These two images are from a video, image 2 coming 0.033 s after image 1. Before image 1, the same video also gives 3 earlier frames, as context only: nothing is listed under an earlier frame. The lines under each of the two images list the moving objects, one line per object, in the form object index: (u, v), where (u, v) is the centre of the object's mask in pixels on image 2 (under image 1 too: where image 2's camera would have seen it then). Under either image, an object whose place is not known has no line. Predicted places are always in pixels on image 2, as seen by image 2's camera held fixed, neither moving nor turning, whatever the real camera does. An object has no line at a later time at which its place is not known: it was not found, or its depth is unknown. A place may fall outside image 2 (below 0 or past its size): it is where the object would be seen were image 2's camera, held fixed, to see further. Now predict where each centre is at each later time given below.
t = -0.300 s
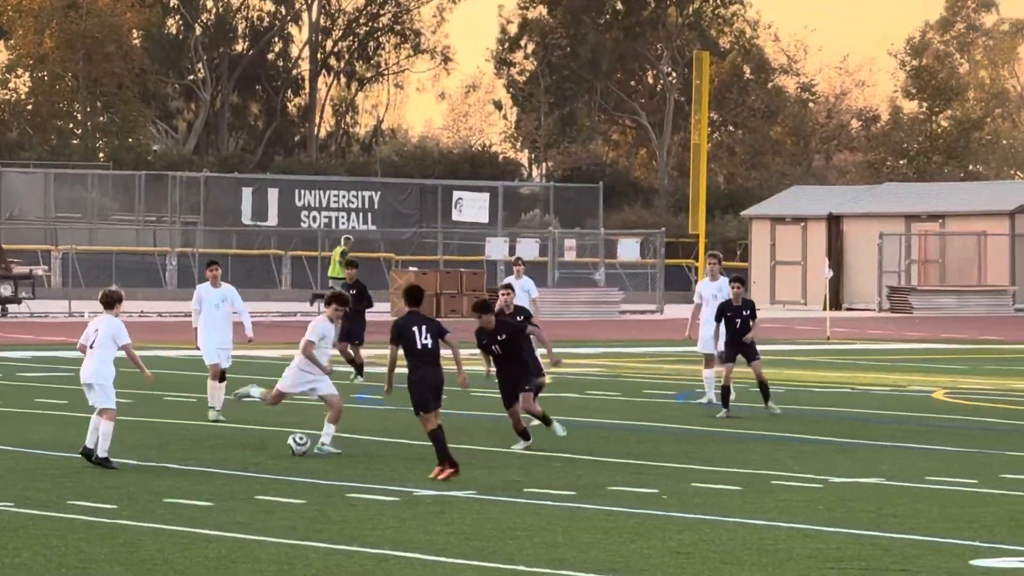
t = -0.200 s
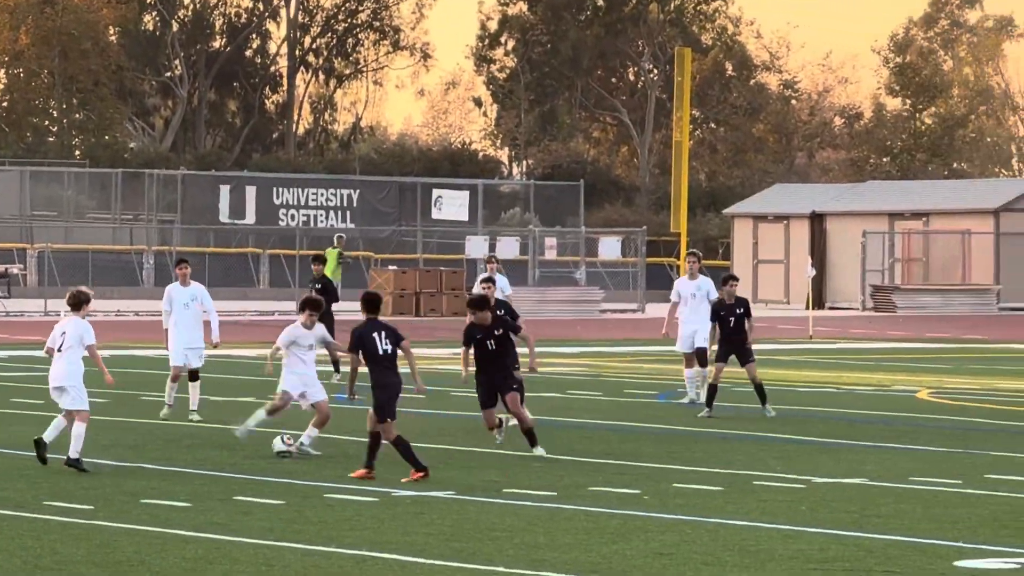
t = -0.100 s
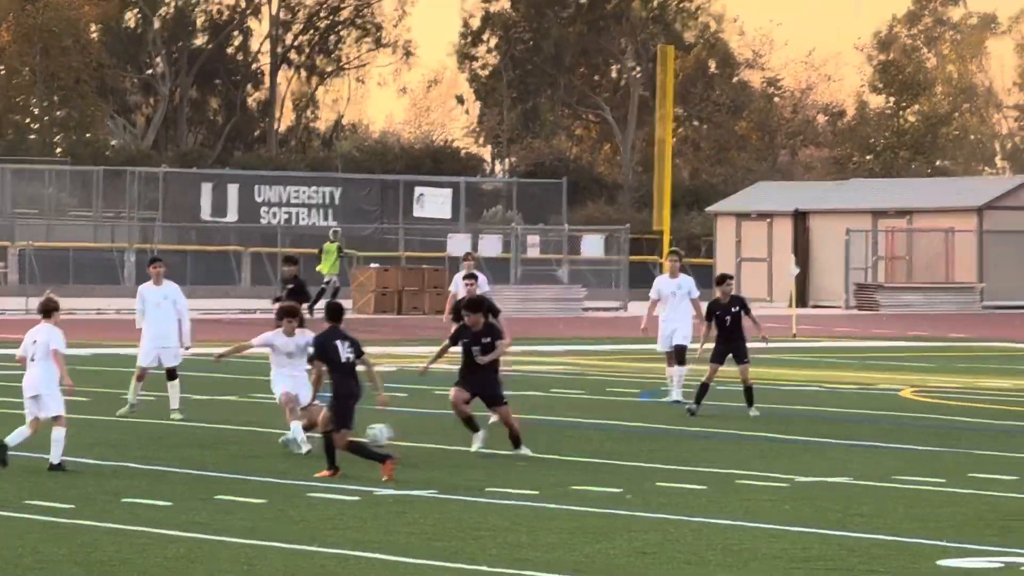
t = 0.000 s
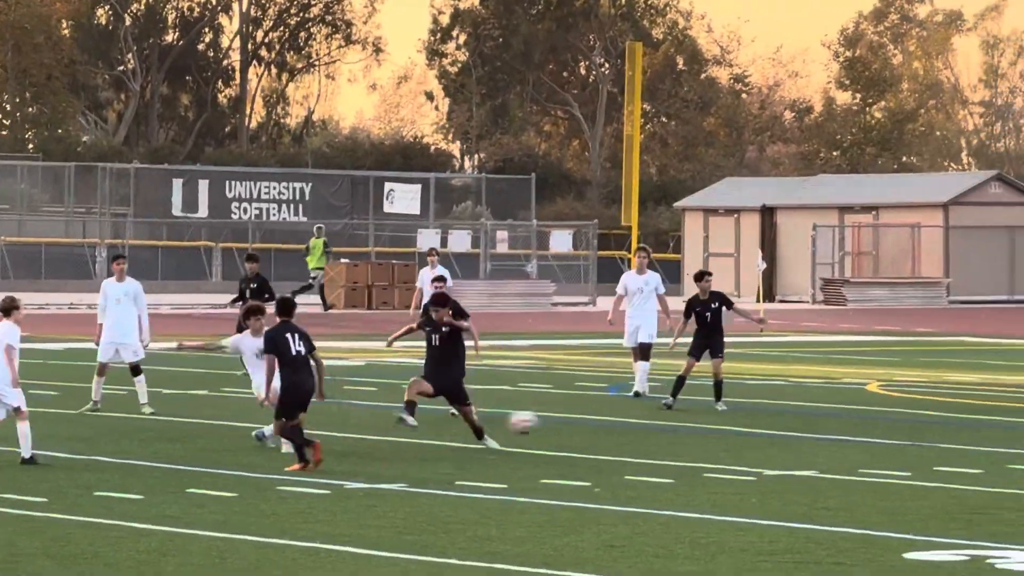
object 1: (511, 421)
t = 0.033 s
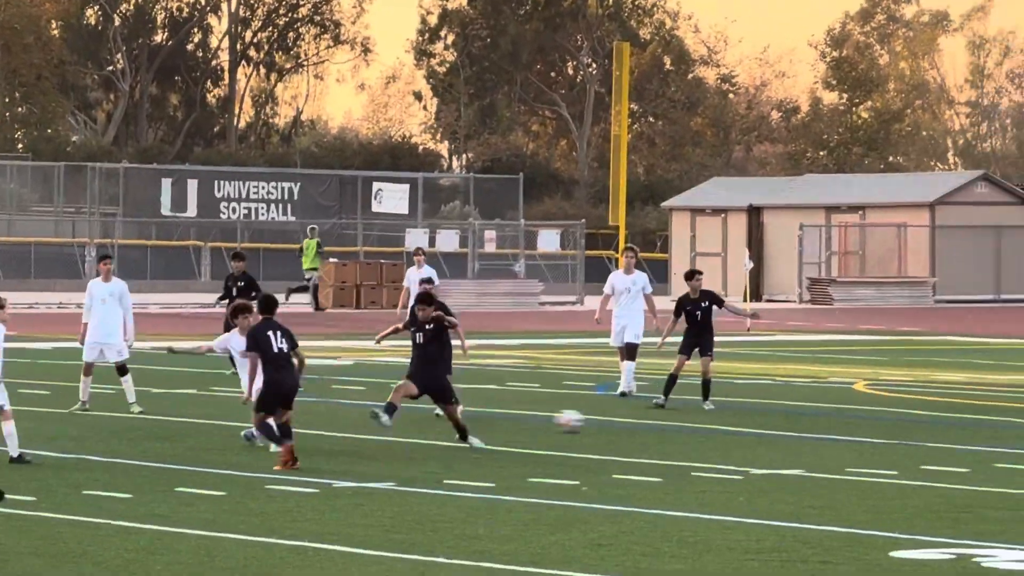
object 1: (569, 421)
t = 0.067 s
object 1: (627, 420)
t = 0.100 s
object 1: (685, 421)
